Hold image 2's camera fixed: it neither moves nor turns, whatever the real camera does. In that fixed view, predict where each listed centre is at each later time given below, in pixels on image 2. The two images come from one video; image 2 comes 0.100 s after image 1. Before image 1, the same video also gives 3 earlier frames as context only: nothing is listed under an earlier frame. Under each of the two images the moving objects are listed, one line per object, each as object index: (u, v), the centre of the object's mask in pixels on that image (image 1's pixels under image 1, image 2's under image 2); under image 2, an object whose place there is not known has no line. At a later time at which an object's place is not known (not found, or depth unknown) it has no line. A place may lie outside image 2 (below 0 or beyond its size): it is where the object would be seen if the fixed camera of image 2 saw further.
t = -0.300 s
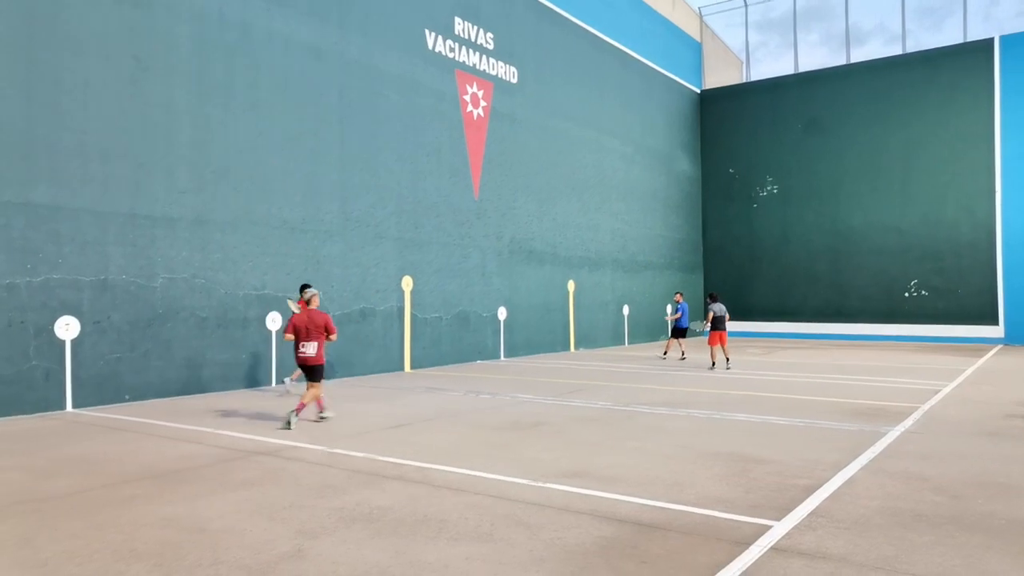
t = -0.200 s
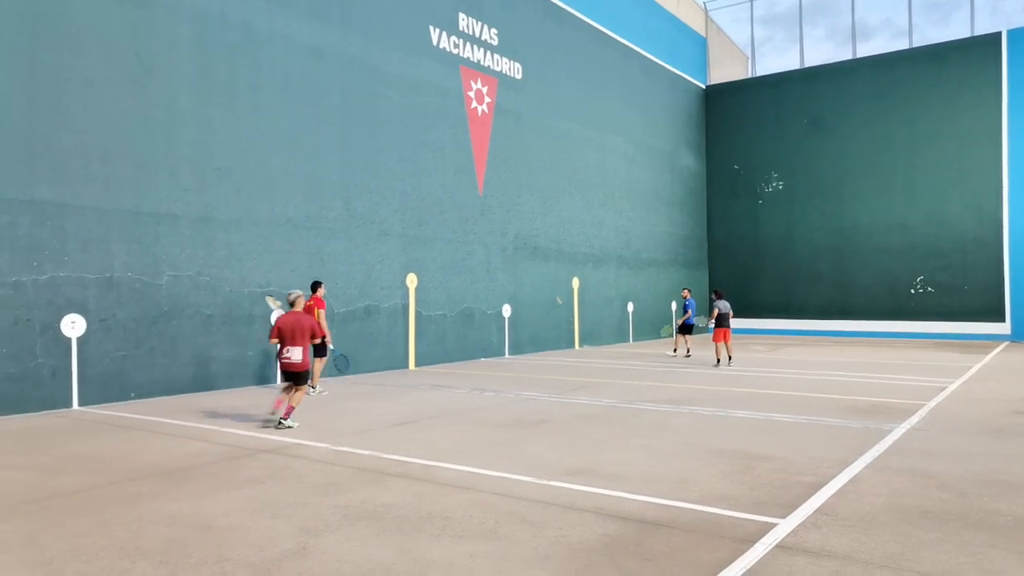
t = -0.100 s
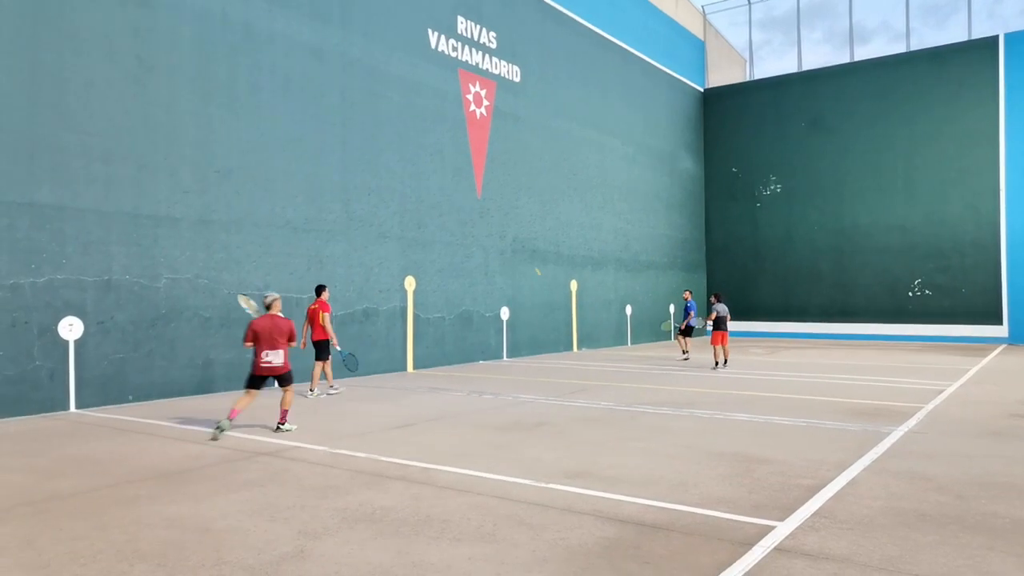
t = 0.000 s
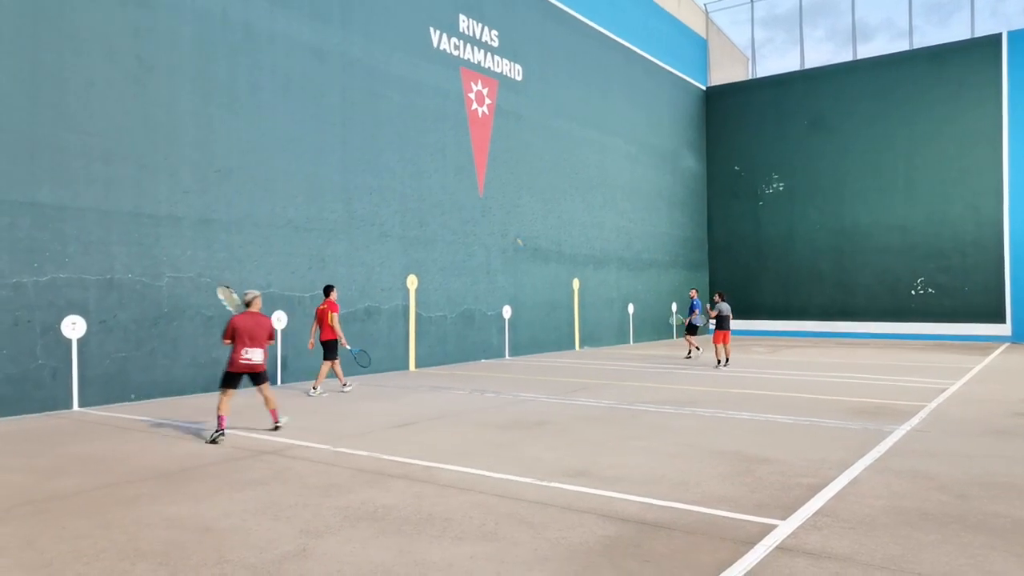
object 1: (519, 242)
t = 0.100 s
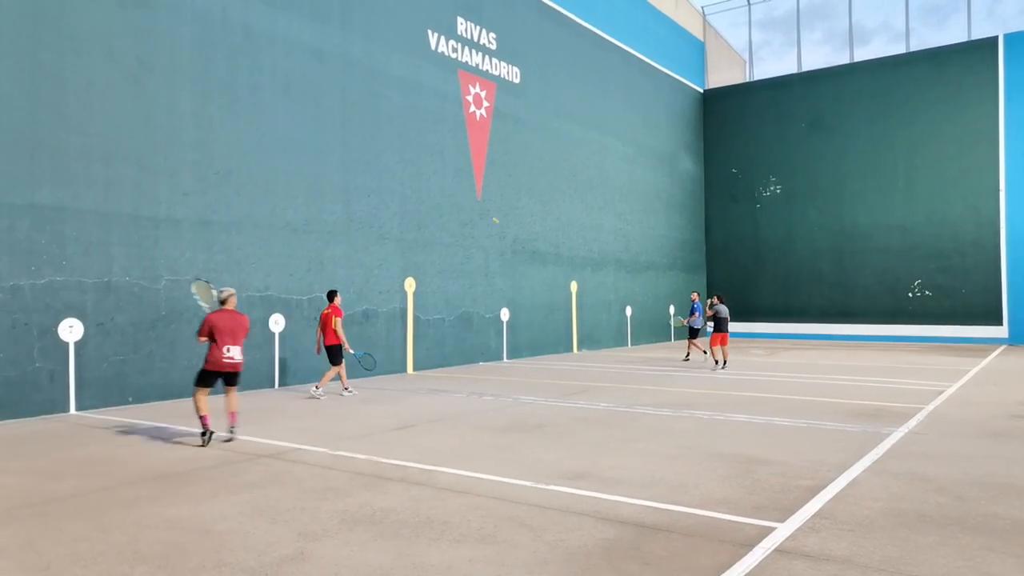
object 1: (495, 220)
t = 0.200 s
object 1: (472, 199)
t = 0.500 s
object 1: (390, 164)
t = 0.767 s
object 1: (297, 178)
